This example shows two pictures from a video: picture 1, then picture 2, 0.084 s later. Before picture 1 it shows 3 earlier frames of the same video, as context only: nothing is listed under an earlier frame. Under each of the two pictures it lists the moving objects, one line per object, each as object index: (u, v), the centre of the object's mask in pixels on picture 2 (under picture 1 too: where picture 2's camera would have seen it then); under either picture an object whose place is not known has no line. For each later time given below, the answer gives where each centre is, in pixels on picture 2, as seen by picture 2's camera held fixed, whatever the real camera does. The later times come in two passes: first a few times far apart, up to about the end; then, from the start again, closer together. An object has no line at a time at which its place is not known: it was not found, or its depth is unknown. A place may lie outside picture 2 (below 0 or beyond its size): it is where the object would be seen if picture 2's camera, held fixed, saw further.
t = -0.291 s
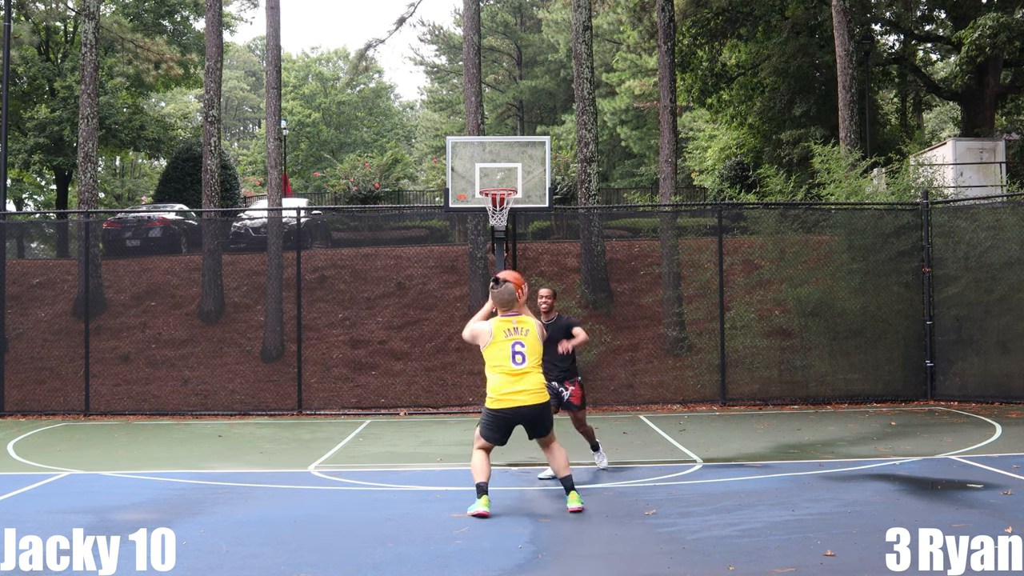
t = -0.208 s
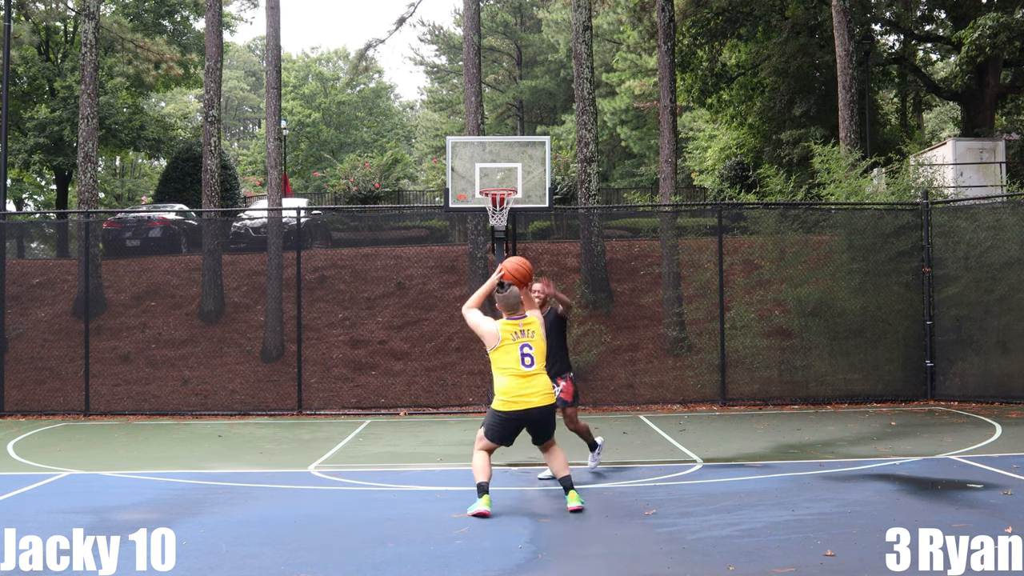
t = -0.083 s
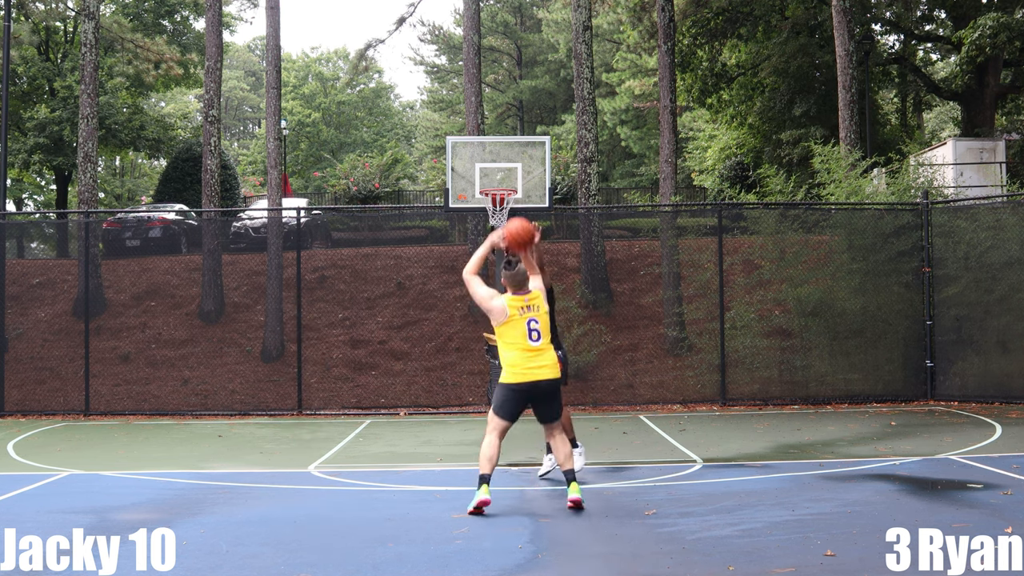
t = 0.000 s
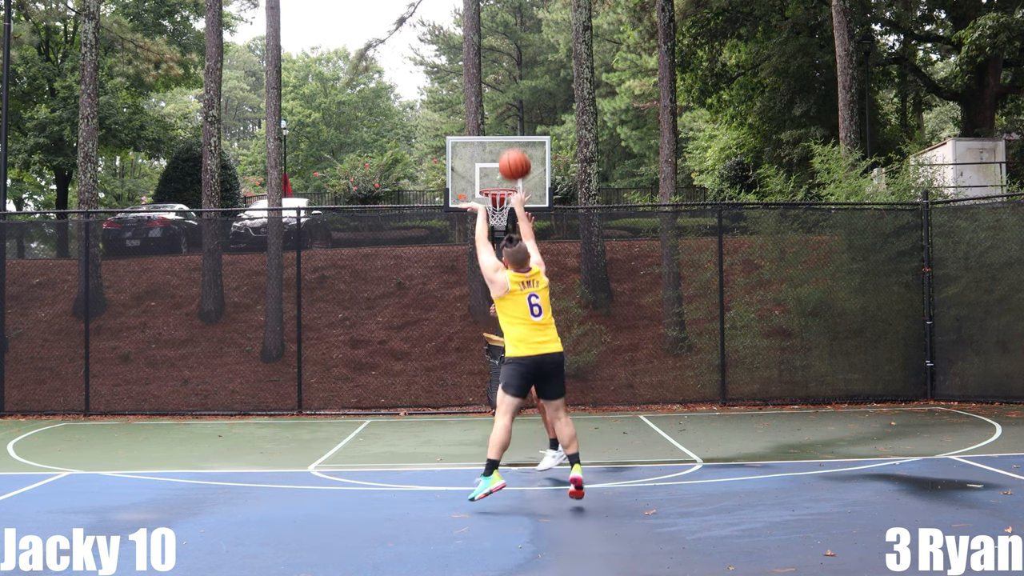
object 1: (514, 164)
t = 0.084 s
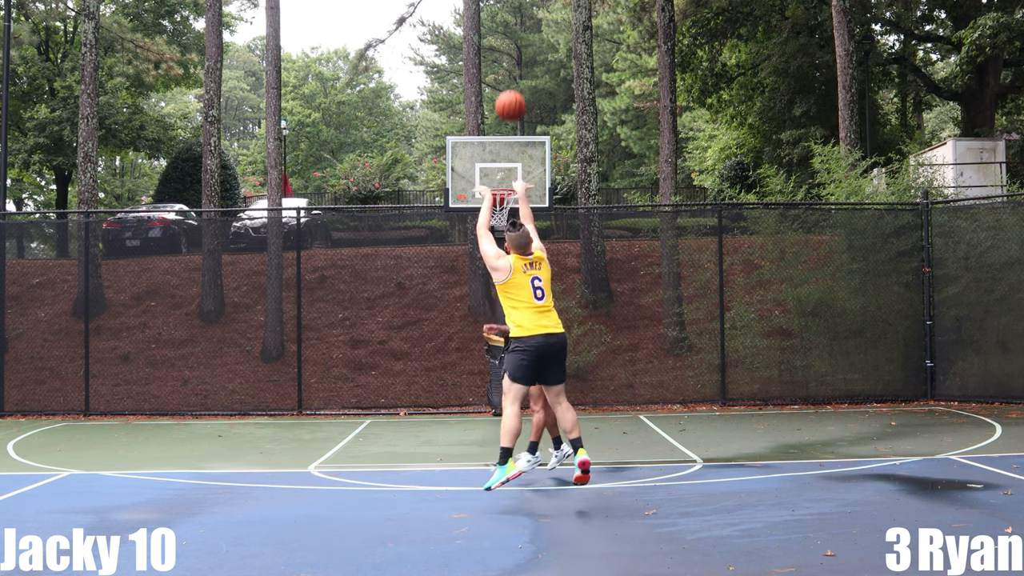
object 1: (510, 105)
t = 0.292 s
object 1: (502, 11)
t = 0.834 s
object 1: (484, 7)
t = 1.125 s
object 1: (476, 97)
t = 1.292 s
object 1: (473, 172)
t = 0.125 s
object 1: (508, 80)
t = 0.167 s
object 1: (507, 59)
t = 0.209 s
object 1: (505, 40)
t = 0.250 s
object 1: (503, 24)
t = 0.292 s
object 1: (502, 11)
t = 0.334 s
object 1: (501, 5)
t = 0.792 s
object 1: (484, 3)
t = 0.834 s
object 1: (484, 7)
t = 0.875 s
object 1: (483, 15)
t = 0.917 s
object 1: (481, 26)
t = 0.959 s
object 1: (481, 38)
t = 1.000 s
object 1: (479, 52)
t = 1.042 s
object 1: (478, 66)
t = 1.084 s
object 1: (477, 81)
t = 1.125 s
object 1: (476, 97)
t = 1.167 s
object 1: (476, 115)
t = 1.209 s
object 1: (475, 132)
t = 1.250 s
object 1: (474, 152)
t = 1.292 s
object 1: (473, 172)
